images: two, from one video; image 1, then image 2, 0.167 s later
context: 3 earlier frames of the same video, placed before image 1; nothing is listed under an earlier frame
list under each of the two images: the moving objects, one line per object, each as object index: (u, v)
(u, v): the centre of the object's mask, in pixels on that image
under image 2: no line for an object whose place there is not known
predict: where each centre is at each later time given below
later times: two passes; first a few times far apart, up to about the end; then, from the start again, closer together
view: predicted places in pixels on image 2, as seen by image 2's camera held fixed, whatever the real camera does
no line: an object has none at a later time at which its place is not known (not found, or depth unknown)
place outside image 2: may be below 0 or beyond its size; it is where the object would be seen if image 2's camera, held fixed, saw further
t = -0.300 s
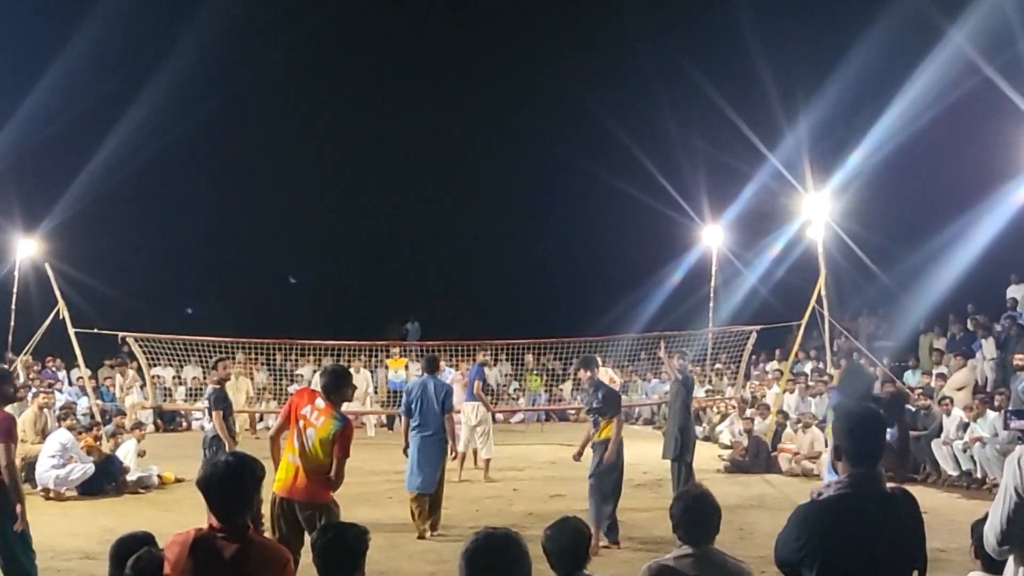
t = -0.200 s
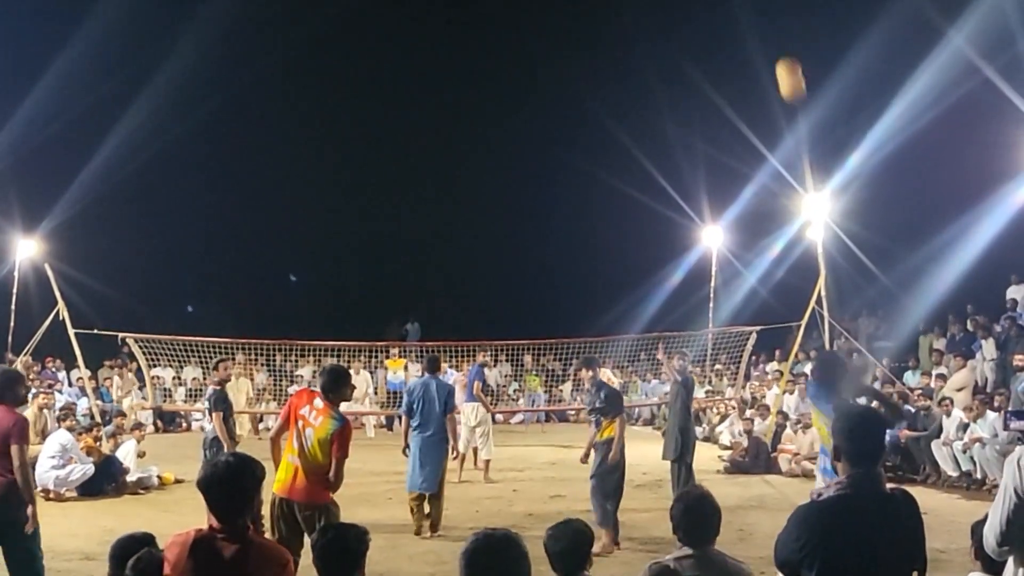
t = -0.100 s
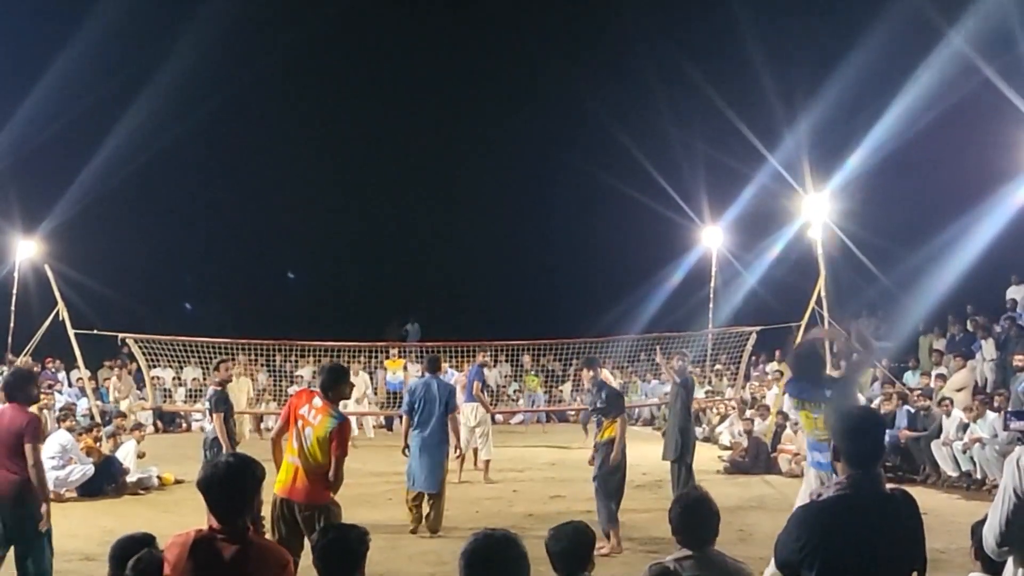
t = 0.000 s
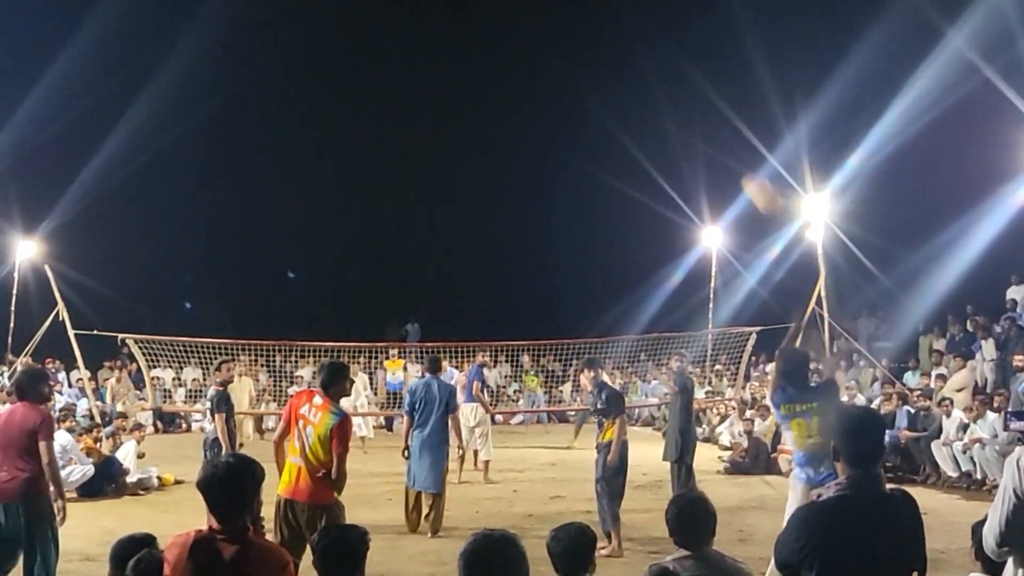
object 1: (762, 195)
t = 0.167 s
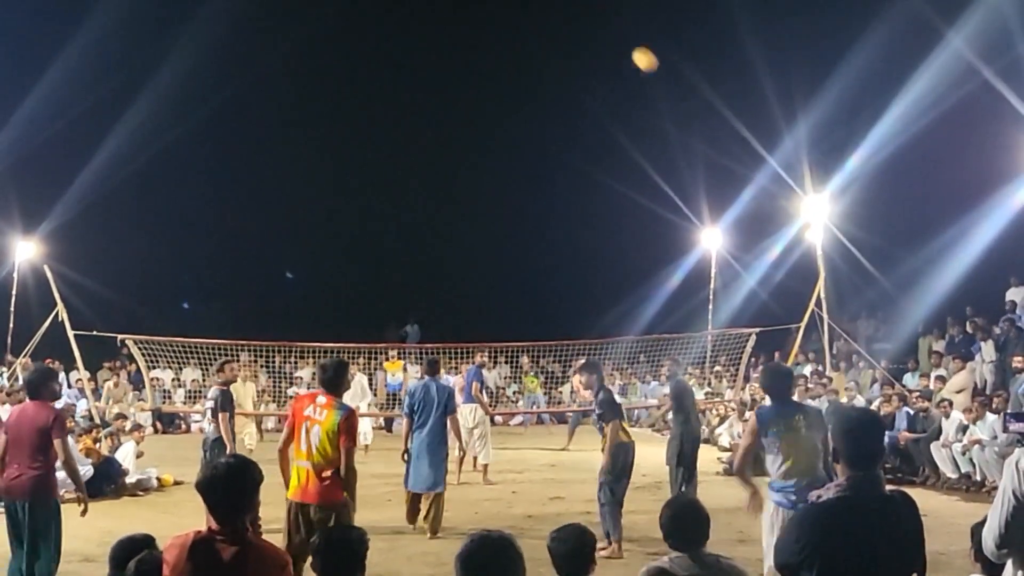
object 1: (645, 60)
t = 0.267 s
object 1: (605, 21)
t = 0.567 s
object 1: (535, 2)
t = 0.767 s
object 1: (501, 26)
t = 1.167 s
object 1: (449, 127)
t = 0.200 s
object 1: (630, 45)
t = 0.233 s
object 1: (616, 32)
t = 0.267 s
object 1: (605, 21)
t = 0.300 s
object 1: (594, 13)
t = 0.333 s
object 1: (585, 8)
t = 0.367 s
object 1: (576, 5)
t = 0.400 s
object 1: (568, 3)
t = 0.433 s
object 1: (561, 2)
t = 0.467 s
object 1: (554, 1)
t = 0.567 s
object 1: (535, 2)
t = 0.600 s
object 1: (528, 3)
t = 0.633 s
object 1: (523, 6)
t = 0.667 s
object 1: (517, 10)
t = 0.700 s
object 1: (511, 14)
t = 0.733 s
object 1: (506, 20)
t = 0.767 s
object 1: (501, 26)
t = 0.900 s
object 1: (482, 54)
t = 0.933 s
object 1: (478, 62)
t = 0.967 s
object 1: (474, 70)
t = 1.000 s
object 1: (469, 79)
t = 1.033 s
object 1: (465, 88)
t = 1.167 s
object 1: (449, 127)
